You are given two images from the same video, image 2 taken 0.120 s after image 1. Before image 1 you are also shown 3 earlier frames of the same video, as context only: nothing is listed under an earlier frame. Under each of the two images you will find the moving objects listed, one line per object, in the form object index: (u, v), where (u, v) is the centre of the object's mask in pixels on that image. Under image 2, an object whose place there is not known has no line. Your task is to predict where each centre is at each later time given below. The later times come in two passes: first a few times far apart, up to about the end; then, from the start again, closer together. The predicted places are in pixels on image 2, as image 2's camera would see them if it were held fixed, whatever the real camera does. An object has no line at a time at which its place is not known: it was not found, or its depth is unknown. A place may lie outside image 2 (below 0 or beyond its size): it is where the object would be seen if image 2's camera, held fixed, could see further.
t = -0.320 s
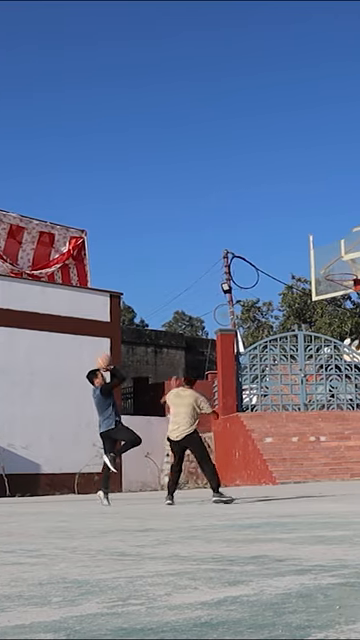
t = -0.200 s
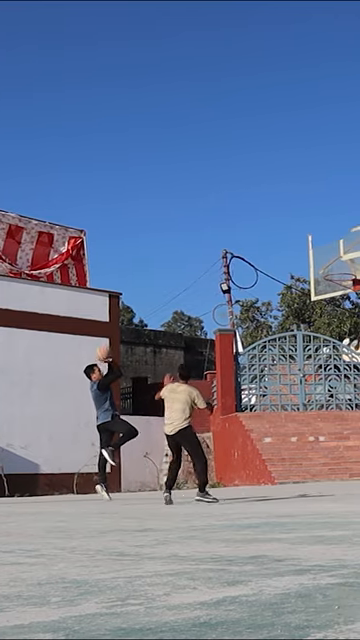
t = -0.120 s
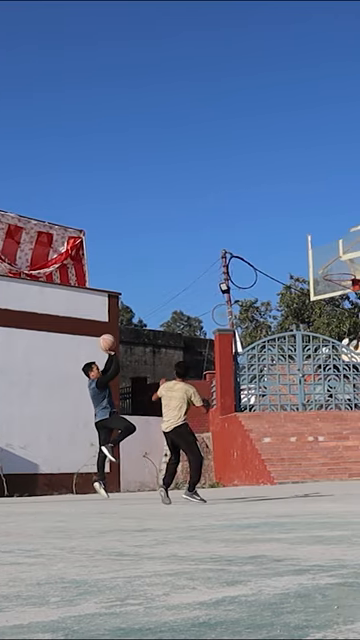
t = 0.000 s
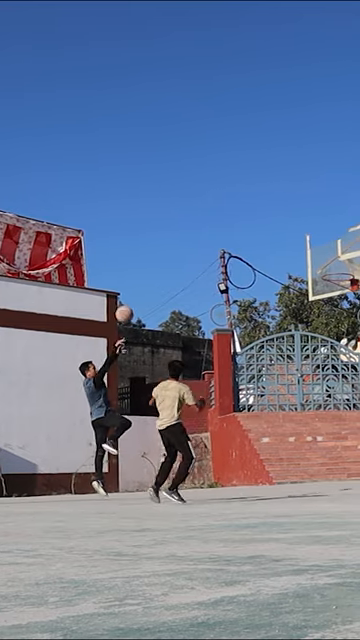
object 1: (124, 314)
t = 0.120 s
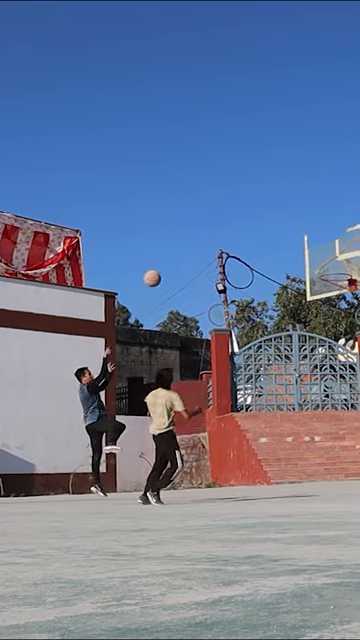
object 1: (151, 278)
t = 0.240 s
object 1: (181, 253)
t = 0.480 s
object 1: (240, 232)
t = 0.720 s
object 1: (301, 248)
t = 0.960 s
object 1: (347, 282)
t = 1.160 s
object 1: (353, 316)
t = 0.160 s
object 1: (161, 268)
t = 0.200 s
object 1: (171, 260)
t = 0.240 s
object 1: (181, 253)
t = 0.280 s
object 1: (191, 246)
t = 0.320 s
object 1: (201, 241)
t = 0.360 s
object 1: (211, 237)
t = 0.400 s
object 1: (220, 235)
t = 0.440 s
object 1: (230, 233)
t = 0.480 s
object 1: (240, 232)
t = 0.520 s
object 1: (250, 232)
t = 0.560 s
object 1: (259, 233)
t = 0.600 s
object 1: (269, 235)
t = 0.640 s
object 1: (279, 239)
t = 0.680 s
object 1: (289, 243)
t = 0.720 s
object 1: (301, 248)
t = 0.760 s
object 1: (310, 255)
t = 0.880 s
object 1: (341, 276)
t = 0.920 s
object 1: (346, 279)
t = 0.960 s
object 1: (347, 282)
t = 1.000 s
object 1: (348, 286)
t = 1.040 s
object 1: (349, 291)
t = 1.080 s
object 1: (349, 298)
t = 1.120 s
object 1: (352, 306)
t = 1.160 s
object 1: (353, 316)
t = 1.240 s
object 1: (356, 339)
